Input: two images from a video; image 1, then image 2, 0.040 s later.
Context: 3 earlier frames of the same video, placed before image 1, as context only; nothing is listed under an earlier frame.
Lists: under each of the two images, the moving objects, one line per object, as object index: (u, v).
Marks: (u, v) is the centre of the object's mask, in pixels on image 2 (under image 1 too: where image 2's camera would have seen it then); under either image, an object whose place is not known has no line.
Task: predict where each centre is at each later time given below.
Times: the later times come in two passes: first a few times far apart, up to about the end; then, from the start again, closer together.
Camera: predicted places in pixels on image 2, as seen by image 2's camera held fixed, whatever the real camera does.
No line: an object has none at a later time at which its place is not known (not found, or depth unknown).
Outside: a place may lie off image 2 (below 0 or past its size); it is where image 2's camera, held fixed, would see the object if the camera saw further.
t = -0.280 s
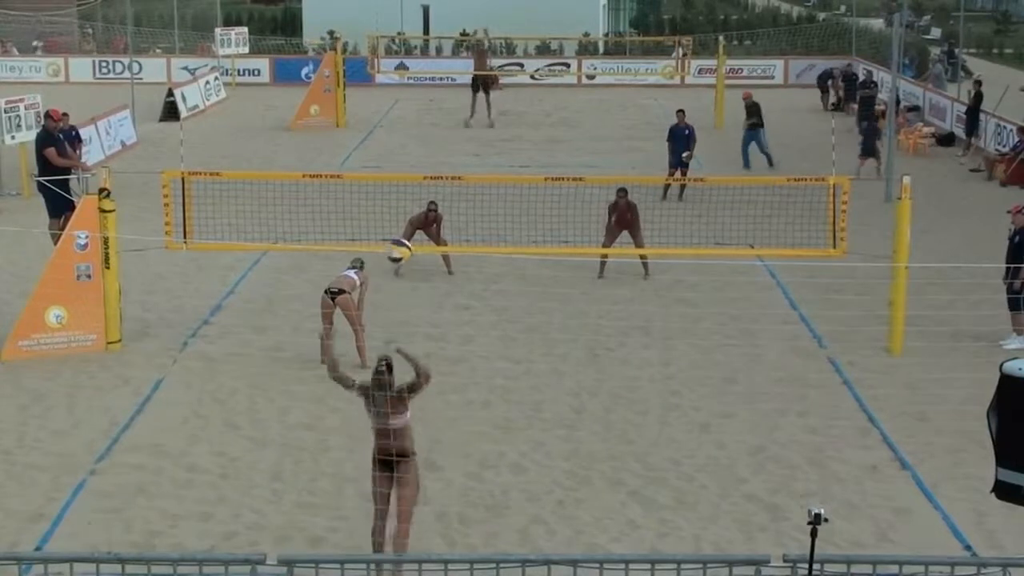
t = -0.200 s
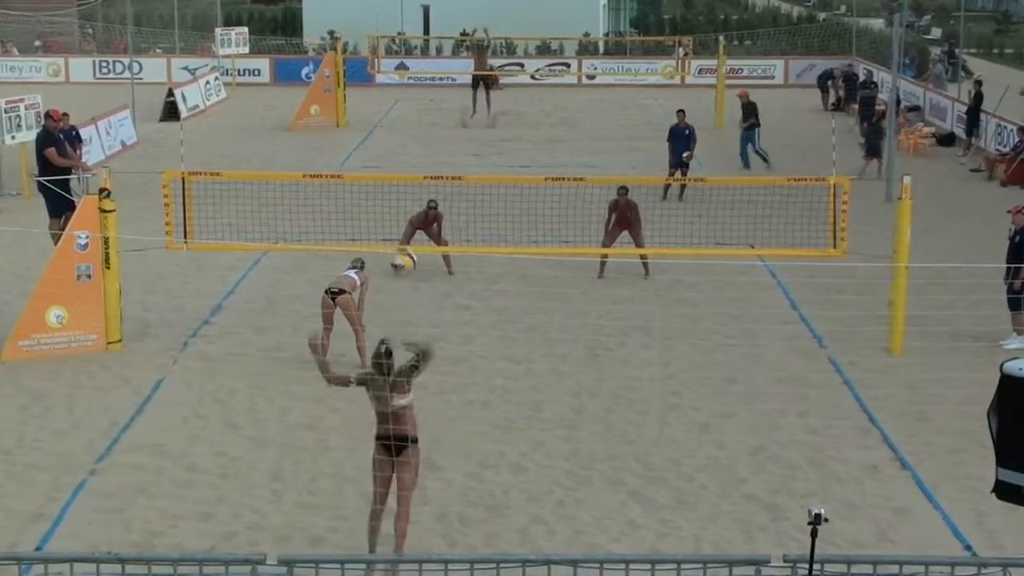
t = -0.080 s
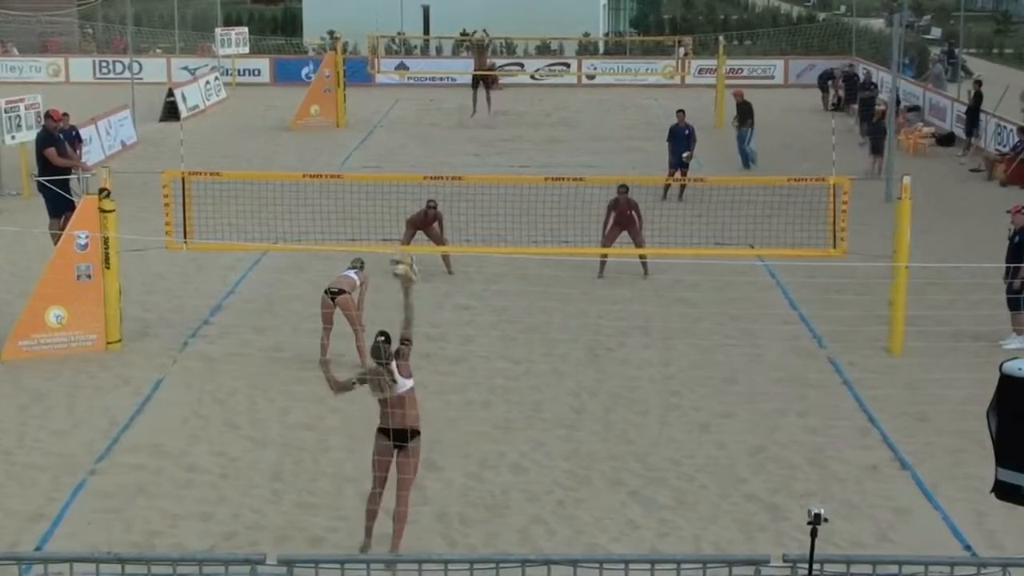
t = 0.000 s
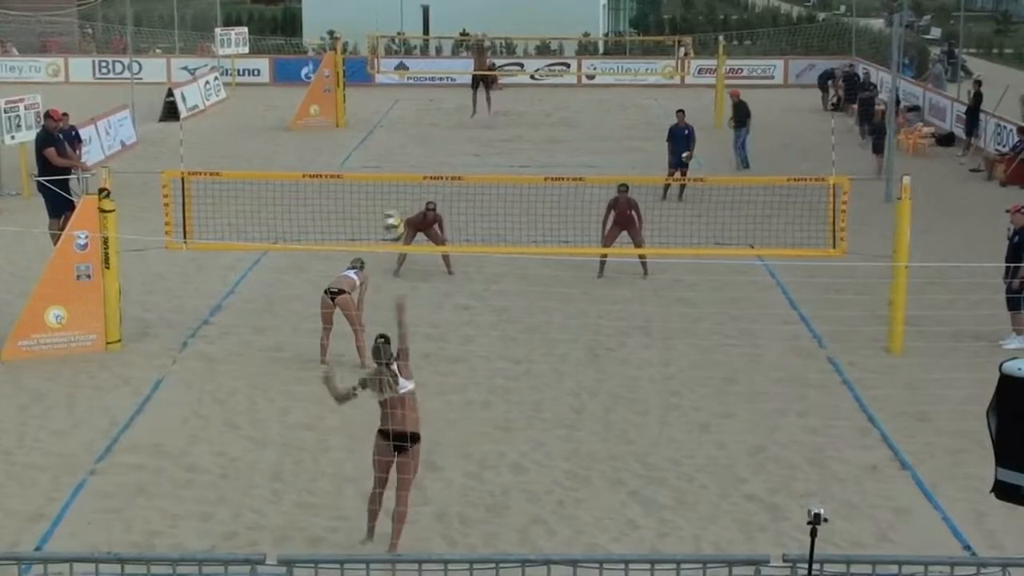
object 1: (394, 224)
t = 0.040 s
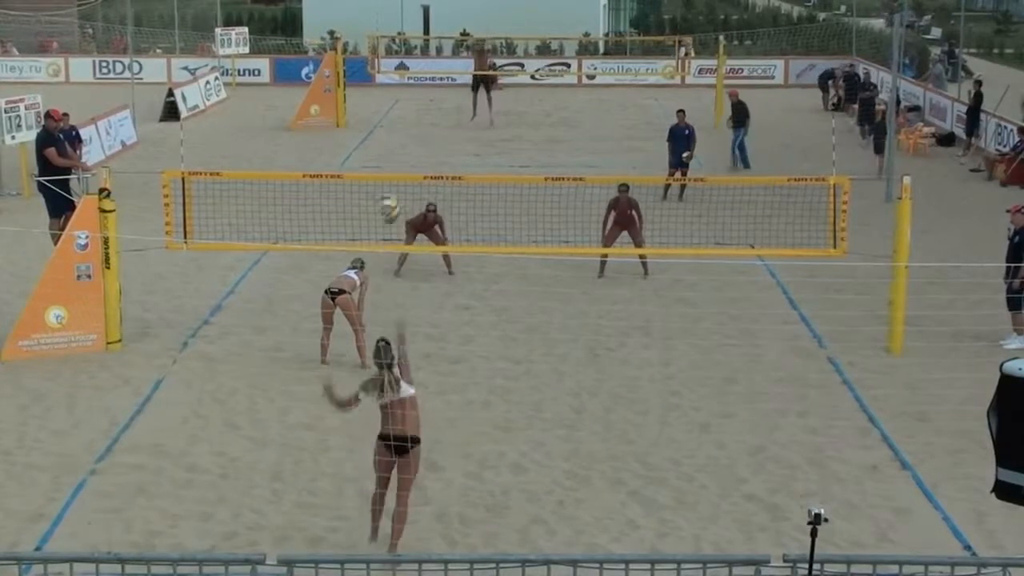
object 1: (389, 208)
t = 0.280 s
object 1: (363, 155)
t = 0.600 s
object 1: (337, 167)
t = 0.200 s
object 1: (372, 165)
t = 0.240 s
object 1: (368, 160)
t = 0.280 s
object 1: (363, 155)
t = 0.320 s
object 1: (360, 153)
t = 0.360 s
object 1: (354, 150)
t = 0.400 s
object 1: (350, 150)
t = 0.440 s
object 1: (348, 152)
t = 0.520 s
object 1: (342, 158)
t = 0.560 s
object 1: (339, 163)
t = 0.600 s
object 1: (337, 167)
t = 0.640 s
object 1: (332, 171)
